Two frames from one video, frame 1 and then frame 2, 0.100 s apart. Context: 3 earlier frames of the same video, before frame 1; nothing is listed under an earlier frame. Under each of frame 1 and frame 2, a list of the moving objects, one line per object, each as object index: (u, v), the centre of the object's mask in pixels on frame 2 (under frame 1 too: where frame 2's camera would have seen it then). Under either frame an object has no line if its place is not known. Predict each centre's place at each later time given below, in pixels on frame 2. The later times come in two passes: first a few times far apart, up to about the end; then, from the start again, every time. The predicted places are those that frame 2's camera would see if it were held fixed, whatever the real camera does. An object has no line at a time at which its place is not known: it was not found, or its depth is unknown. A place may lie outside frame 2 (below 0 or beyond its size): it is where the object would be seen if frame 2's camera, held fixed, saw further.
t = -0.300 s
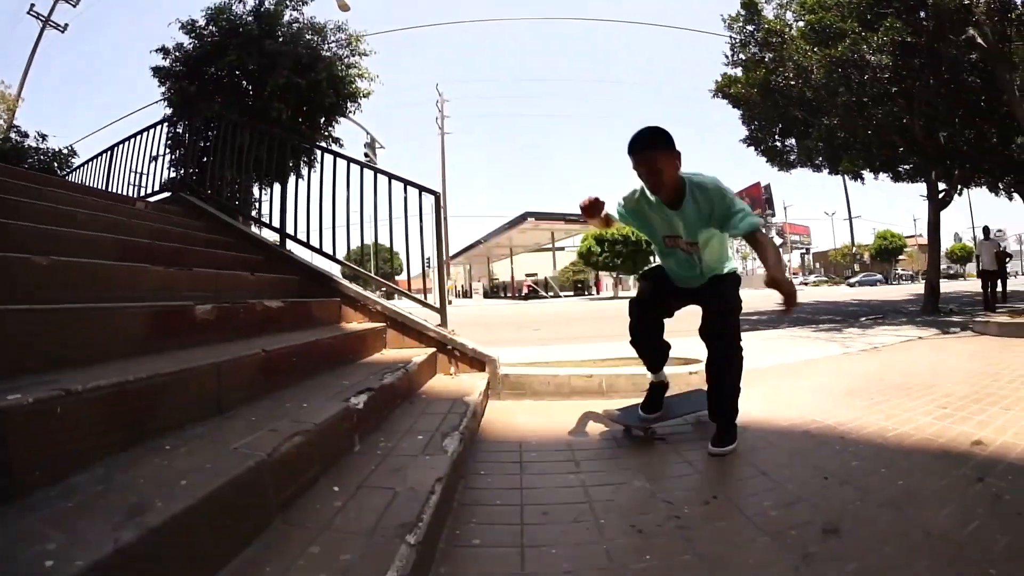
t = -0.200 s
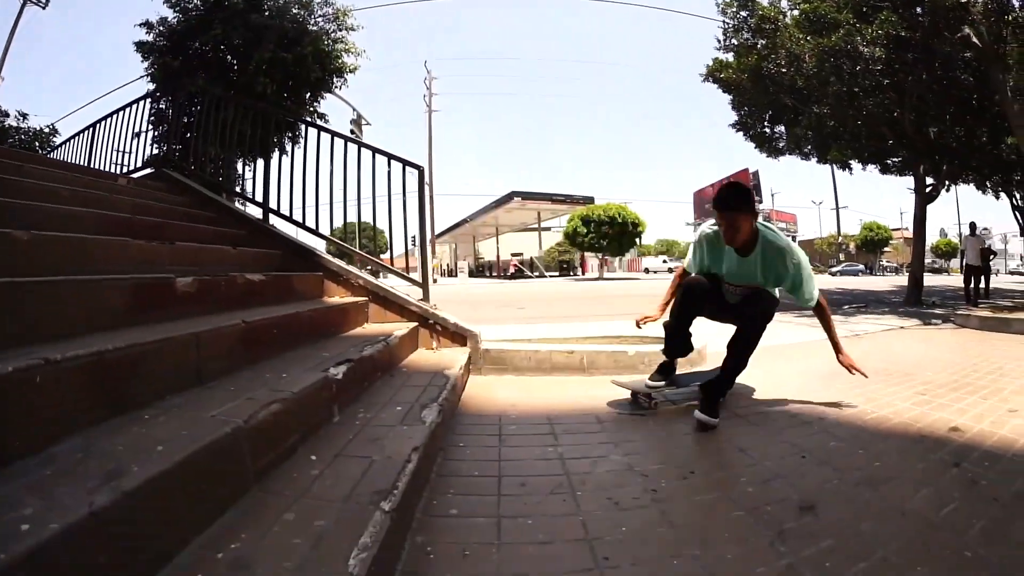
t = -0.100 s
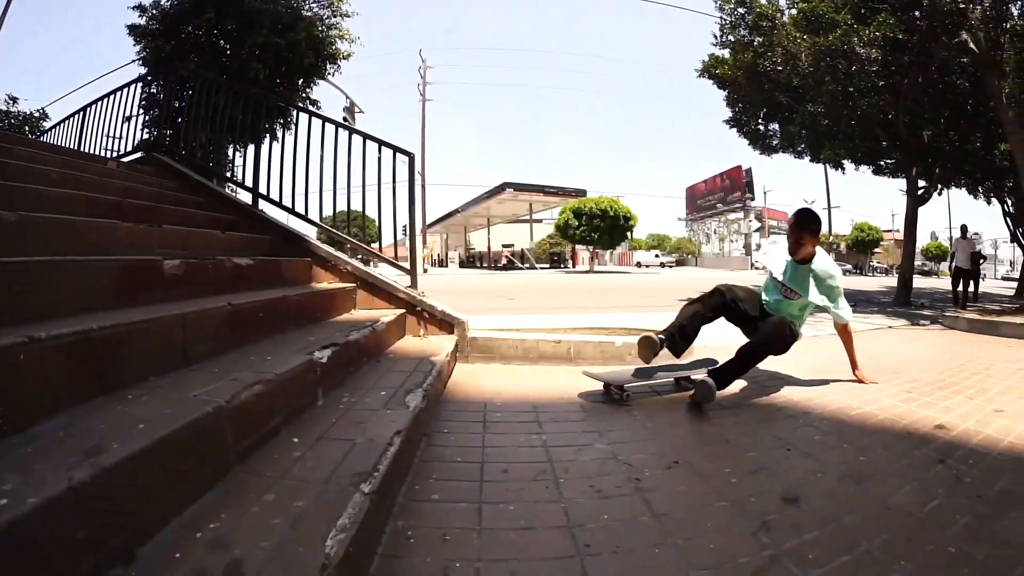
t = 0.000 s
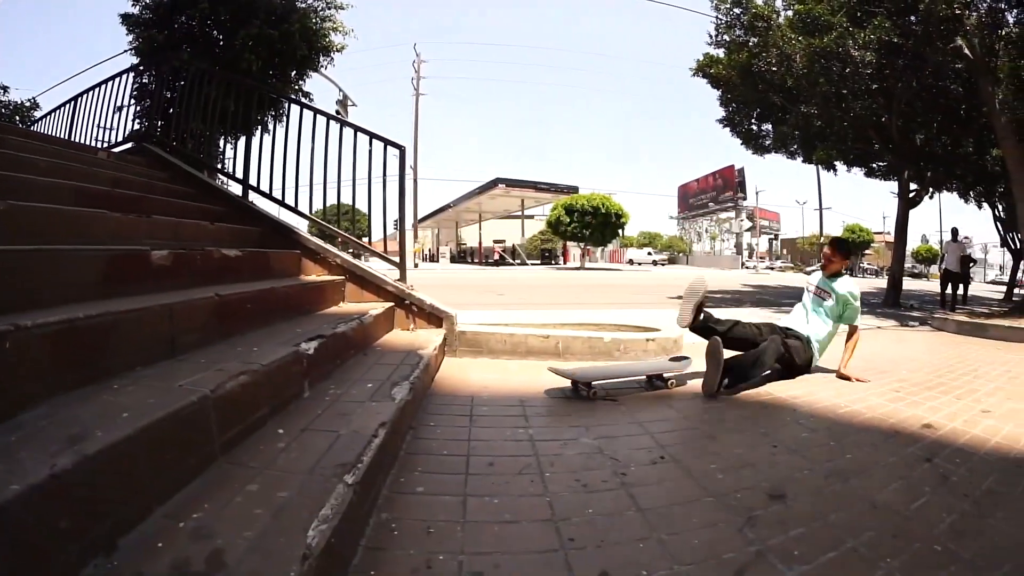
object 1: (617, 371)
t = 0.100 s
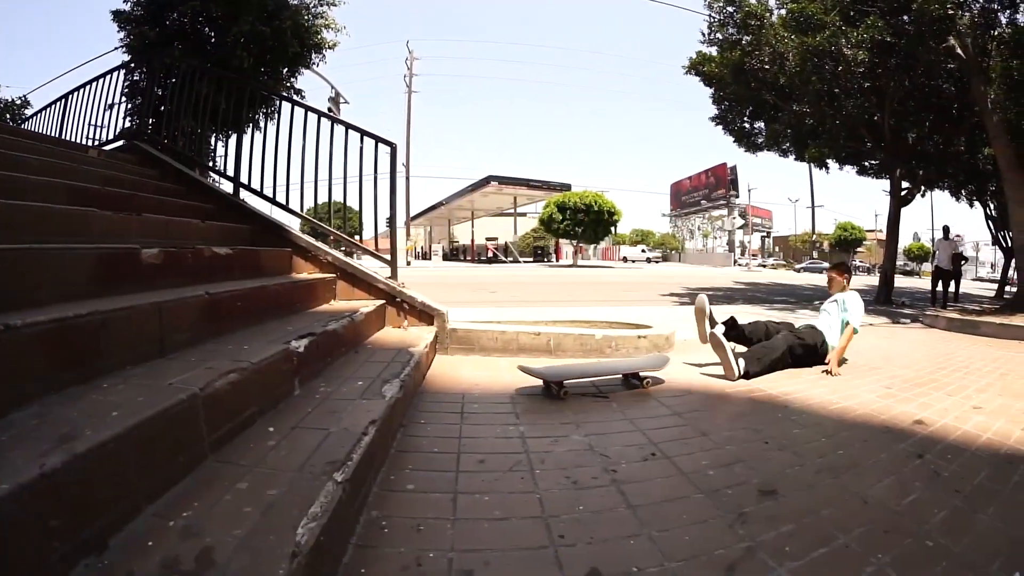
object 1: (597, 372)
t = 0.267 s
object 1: (565, 375)
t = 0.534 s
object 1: (521, 379)
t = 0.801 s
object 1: (511, 381)
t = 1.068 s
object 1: (526, 380)
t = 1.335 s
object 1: (543, 380)
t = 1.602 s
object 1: (561, 381)
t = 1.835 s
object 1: (573, 388)
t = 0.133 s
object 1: (590, 372)
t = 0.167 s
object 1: (583, 373)
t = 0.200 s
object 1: (577, 374)
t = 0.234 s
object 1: (571, 374)
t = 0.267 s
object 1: (565, 375)
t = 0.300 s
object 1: (559, 376)
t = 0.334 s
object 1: (553, 376)
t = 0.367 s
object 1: (548, 377)
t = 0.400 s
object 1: (542, 378)
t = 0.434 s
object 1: (537, 378)
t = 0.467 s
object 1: (531, 378)
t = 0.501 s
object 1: (526, 379)
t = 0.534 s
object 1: (521, 379)
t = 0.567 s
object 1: (517, 379)
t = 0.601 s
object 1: (513, 380)
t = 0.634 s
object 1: (509, 381)
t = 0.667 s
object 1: (505, 381)
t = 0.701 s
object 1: (506, 381)
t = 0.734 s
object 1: (507, 381)
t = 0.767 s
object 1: (509, 381)
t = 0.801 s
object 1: (511, 381)
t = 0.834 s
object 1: (513, 381)
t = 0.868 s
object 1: (514, 381)
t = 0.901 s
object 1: (516, 381)
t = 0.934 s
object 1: (518, 381)
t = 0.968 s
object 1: (520, 380)
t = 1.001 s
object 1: (523, 381)
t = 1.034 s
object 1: (524, 381)
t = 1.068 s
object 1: (526, 380)
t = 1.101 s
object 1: (528, 380)
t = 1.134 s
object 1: (530, 381)
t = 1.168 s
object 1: (532, 381)
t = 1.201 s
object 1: (534, 380)
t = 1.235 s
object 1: (537, 380)
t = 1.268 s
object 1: (539, 380)
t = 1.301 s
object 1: (541, 380)
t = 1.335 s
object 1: (543, 380)
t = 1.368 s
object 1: (546, 380)
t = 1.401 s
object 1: (548, 380)
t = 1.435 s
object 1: (551, 381)
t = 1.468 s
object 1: (553, 381)
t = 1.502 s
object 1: (556, 381)
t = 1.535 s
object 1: (558, 381)
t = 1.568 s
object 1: (559, 381)
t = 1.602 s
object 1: (561, 381)
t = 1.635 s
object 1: (563, 382)
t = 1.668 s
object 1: (565, 382)
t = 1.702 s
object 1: (567, 383)
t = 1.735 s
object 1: (568, 384)
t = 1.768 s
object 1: (570, 385)
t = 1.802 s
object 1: (572, 387)
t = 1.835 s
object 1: (573, 388)
